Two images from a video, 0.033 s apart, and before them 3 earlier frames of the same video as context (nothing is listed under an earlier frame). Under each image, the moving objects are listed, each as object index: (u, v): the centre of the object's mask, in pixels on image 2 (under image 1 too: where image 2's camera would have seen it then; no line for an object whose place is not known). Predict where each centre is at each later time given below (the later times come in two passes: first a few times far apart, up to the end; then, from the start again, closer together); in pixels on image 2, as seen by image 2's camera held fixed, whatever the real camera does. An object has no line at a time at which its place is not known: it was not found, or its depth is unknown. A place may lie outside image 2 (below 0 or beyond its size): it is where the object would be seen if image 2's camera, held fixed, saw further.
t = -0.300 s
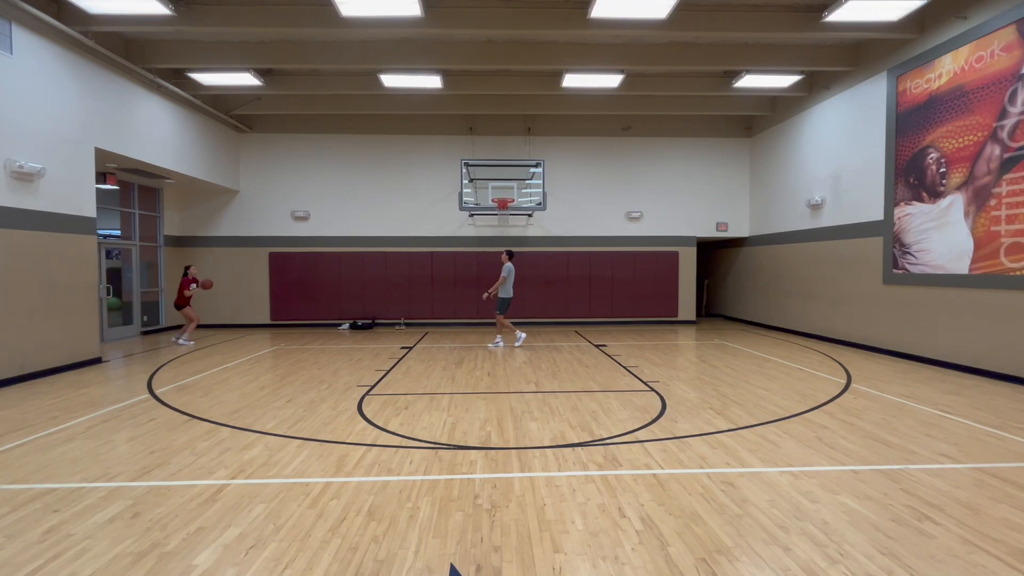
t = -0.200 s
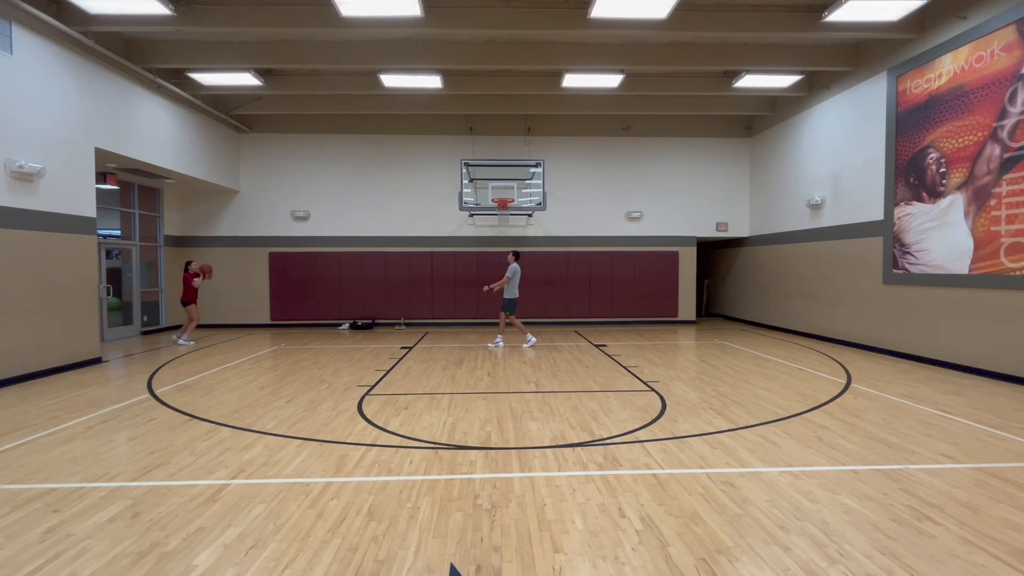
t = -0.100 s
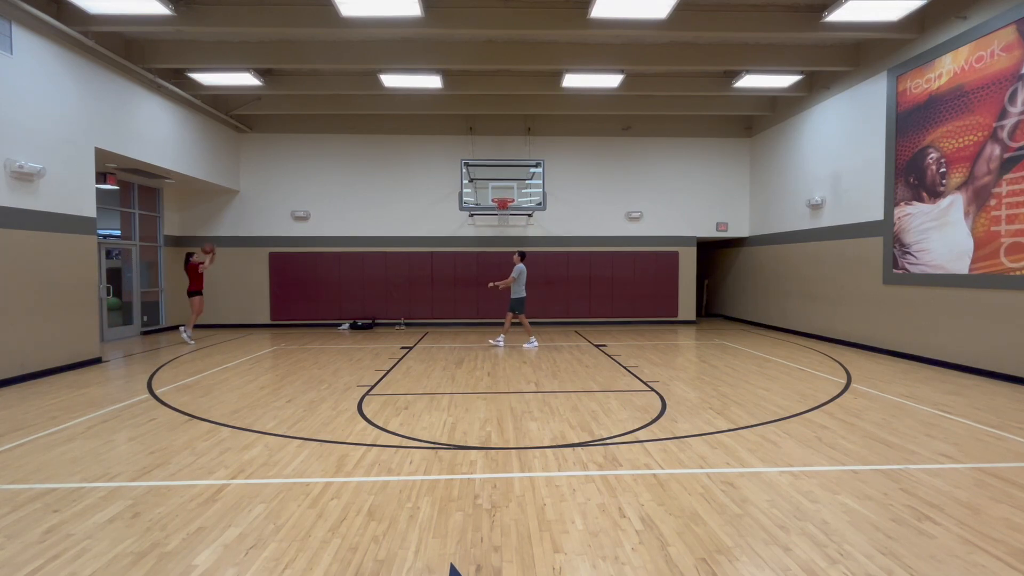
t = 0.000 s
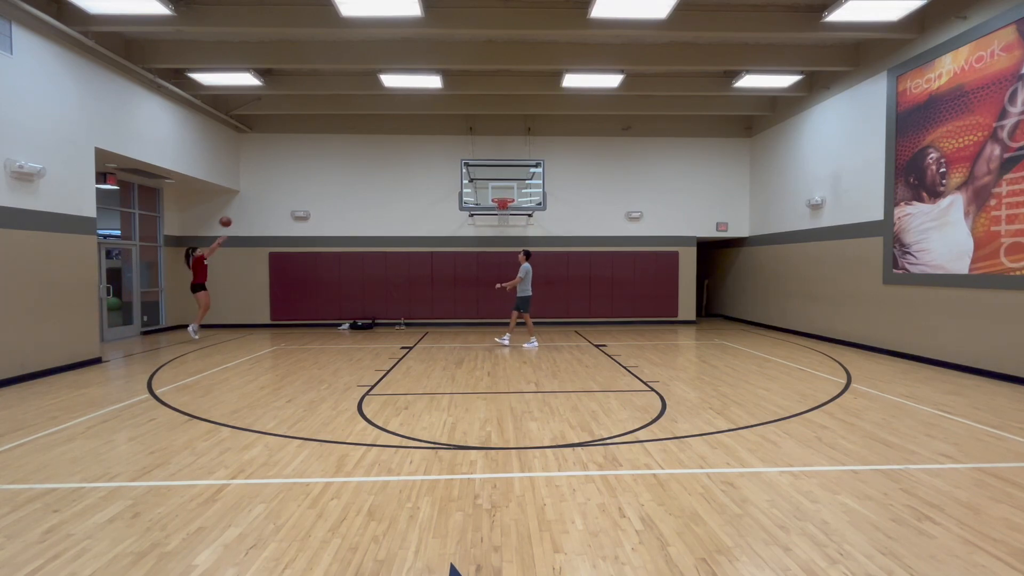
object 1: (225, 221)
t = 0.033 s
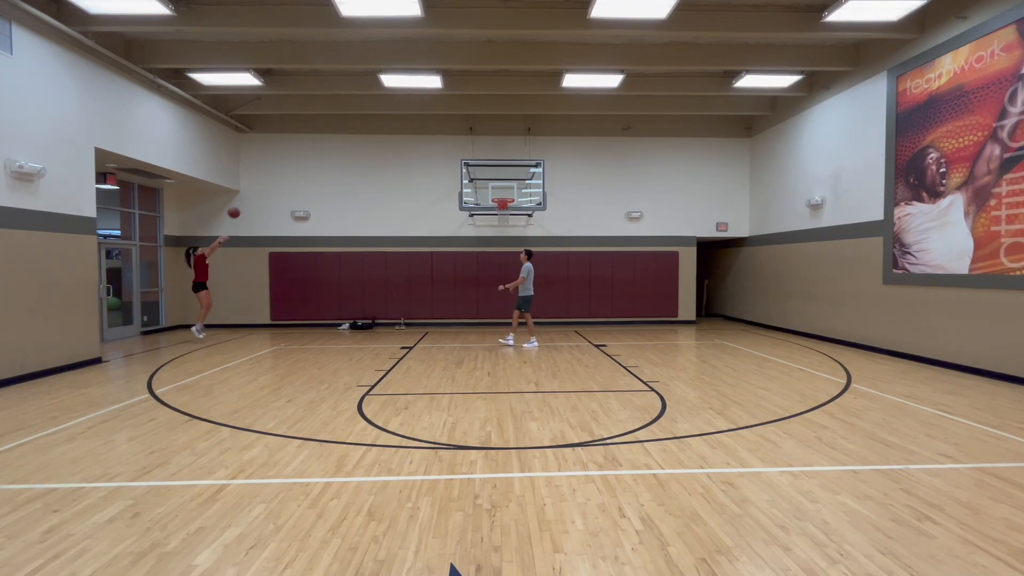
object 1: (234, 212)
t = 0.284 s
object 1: (297, 162)
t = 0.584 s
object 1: (373, 140)
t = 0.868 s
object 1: (445, 157)
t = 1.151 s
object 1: (513, 209)
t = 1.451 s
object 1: (528, 232)
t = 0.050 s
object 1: (238, 208)
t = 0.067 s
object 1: (242, 204)
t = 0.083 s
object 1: (246, 200)
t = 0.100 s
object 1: (251, 196)
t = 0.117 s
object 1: (255, 192)
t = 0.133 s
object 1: (259, 189)
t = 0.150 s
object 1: (263, 185)
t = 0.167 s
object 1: (268, 182)
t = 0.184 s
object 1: (272, 179)
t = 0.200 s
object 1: (276, 175)
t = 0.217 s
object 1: (280, 172)
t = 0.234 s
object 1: (285, 169)
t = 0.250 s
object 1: (289, 167)
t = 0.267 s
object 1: (293, 164)
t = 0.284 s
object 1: (297, 162)
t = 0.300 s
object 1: (302, 159)
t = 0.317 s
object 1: (306, 157)
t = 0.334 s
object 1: (310, 155)
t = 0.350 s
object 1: (314, 153)
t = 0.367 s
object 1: (319, 152)
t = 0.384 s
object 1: (323, 150)
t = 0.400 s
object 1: (327, 148)
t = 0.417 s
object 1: (331, 147)
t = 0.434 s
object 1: (336, 145)
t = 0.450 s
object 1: (340, 144)
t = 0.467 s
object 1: (344, 143)
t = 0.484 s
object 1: (348, 142)
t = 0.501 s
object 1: (352, 141)
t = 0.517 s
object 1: (357, 141)
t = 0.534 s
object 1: (361, 141)
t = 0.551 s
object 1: (365, 140)
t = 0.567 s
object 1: (369, 140)
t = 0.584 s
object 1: (373, 140)
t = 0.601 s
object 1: (377, 140)
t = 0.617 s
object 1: (382, 140)
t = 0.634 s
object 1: (386, 140)
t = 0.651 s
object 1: (390, 140)
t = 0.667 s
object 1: (395, 141)
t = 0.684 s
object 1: (399, 141)
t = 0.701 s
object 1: (403, 142)
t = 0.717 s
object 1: (407, 143)
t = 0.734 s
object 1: (410, 141)
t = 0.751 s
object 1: (416, 144)
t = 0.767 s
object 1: (420, 146)
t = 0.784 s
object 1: (424, 148)
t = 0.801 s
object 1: (428, 150)
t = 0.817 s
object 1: (432, 151)
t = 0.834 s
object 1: (436, 153)
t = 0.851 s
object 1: (441, 155)
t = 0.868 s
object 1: (445, 157)
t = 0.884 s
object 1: (449, 159)
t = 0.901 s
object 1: (453, 161)
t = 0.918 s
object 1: (457, 164)
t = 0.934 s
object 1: (461, 167)
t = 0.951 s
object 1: (466, 169)
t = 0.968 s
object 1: (470, 172)
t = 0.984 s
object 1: (474, 175)
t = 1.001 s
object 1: (478, 178)
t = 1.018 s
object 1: (482, 182)
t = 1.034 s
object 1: (486, 185)
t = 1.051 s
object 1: (490, 188)
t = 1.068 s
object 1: (494, 192)
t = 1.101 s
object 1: (503, 198)
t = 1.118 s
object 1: (507, 203)
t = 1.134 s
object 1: (511, 207)
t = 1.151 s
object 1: (513, 209)
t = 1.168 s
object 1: (515, 210)
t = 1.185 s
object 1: (516, 210)
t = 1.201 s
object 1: (516, 211)
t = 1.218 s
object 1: (517, 211)
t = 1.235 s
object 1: (518, 211)
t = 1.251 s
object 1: (519, 213)
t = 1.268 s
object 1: (519, 214)
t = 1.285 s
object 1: (520, 215)
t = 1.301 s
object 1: (521, 216)
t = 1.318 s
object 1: (522, 217)
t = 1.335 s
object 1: (523, 219)
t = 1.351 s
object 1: (523, 220)
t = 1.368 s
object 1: (524, 222)
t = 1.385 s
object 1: (525, 224)
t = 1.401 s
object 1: (526, 226)
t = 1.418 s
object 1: (526, 228)
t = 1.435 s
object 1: (527, 230)
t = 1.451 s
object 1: (528, 232)
